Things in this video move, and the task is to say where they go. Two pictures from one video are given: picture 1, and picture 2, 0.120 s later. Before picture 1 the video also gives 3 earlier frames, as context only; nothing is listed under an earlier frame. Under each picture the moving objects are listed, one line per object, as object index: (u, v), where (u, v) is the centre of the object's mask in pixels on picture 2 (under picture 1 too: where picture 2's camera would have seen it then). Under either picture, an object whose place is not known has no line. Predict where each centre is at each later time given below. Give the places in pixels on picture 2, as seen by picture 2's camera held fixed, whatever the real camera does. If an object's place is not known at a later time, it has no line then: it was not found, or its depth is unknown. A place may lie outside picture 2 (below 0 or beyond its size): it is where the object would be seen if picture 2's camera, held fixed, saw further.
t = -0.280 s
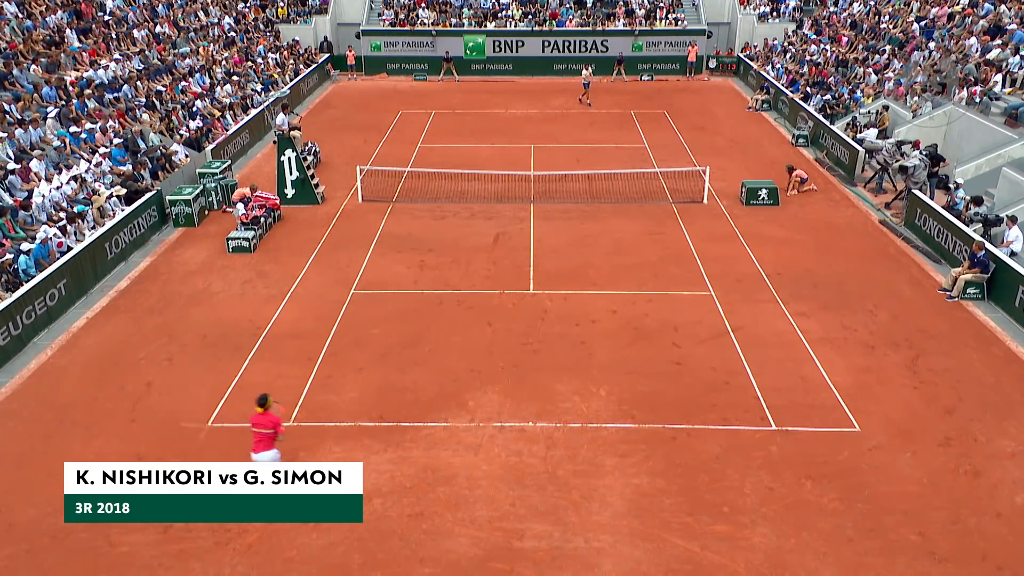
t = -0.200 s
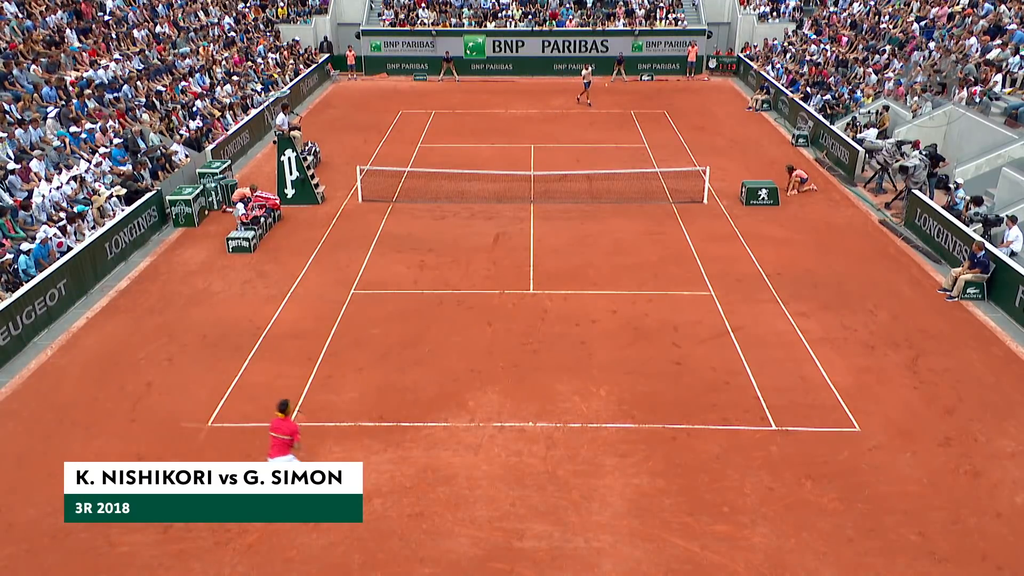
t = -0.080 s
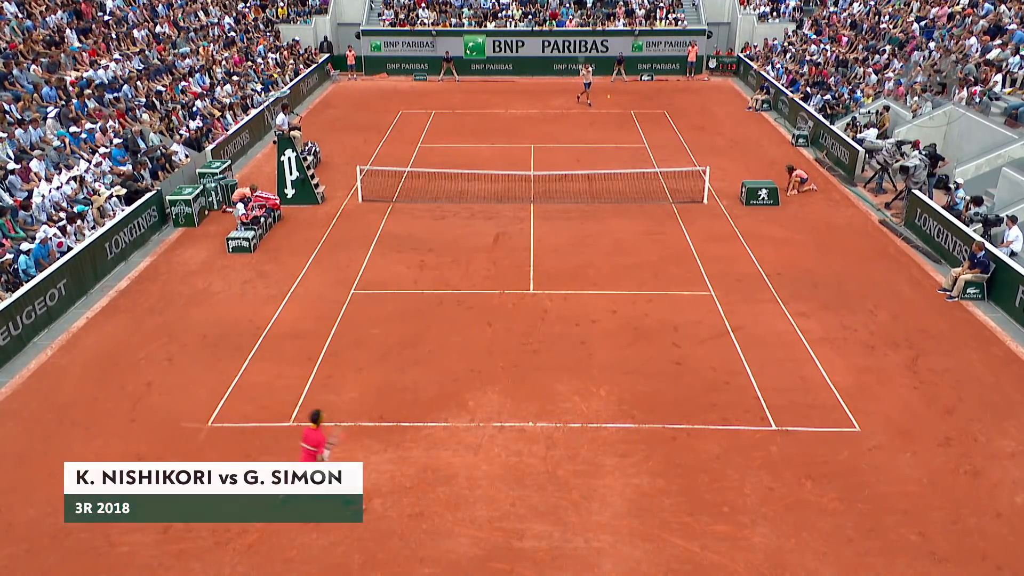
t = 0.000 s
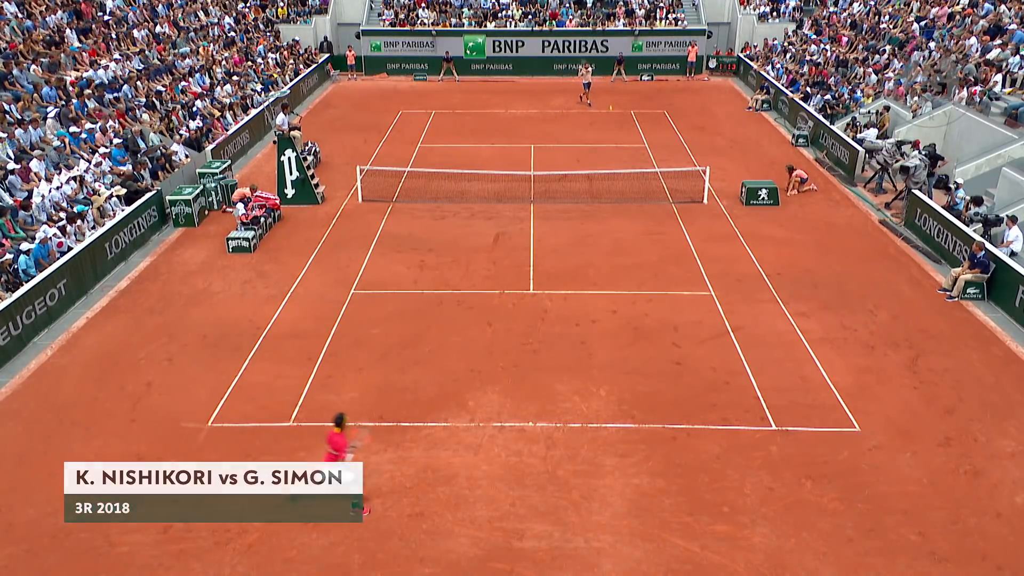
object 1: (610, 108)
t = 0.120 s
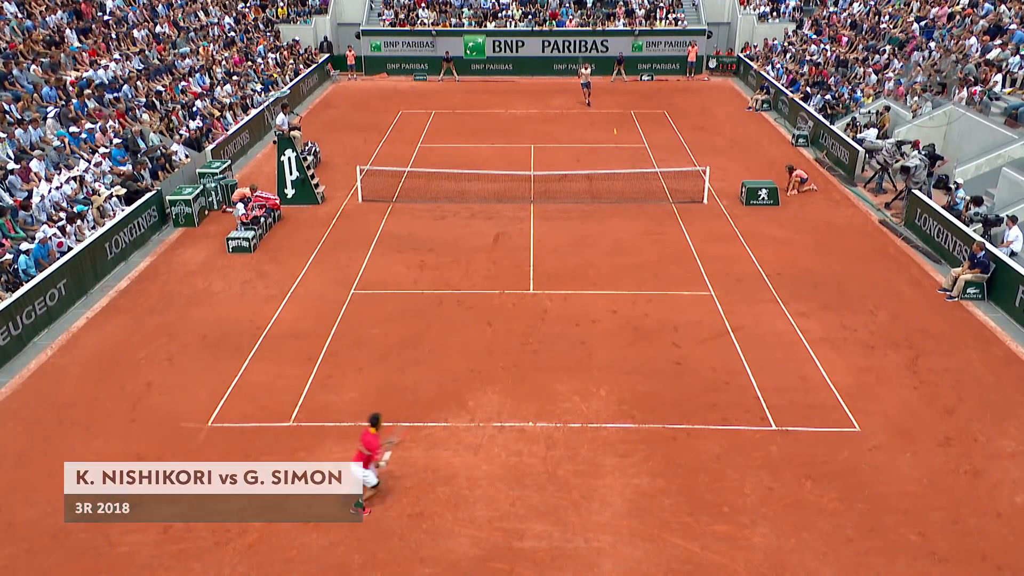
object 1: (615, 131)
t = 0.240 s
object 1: (620, 163)
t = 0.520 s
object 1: (640, 286)
